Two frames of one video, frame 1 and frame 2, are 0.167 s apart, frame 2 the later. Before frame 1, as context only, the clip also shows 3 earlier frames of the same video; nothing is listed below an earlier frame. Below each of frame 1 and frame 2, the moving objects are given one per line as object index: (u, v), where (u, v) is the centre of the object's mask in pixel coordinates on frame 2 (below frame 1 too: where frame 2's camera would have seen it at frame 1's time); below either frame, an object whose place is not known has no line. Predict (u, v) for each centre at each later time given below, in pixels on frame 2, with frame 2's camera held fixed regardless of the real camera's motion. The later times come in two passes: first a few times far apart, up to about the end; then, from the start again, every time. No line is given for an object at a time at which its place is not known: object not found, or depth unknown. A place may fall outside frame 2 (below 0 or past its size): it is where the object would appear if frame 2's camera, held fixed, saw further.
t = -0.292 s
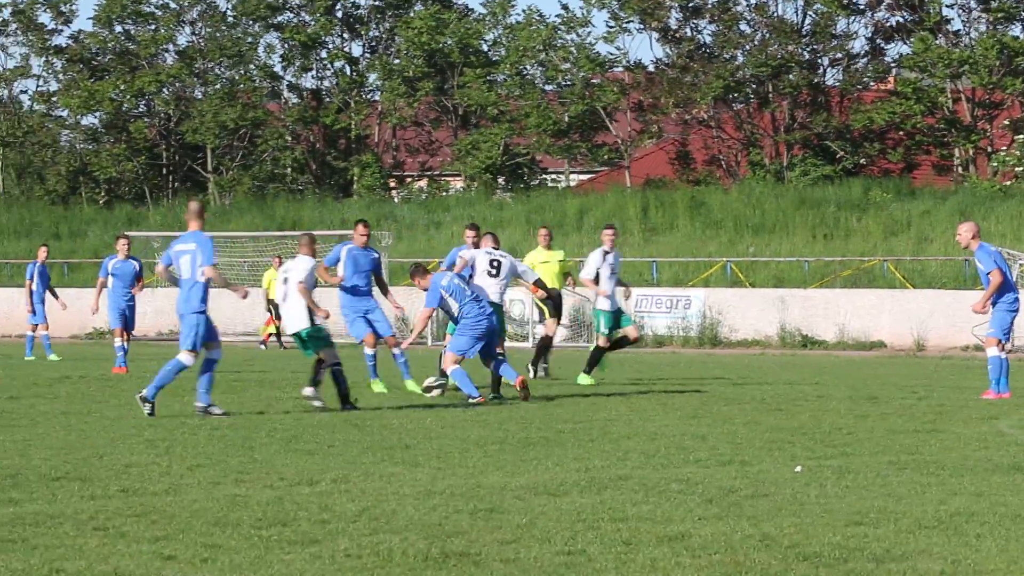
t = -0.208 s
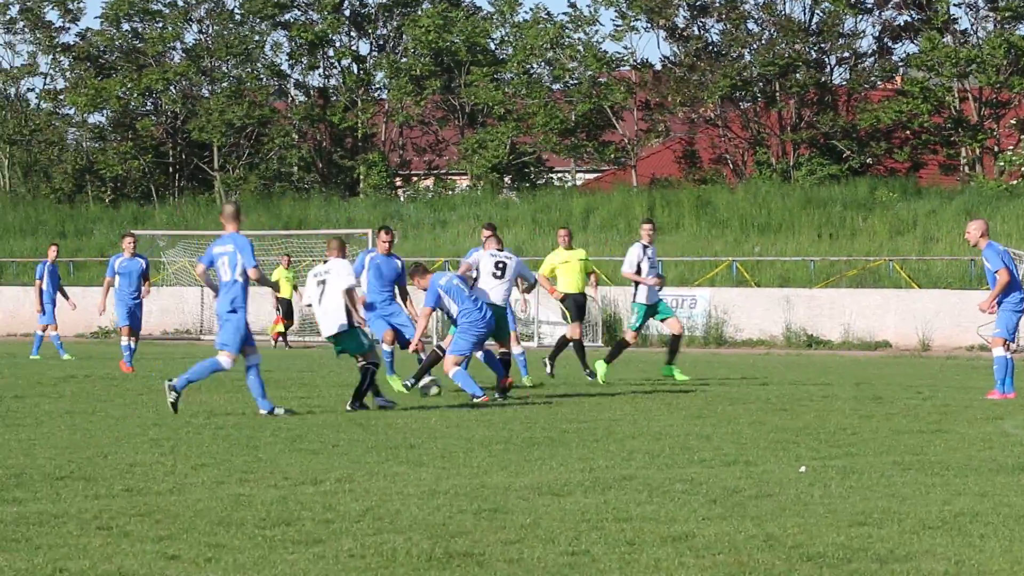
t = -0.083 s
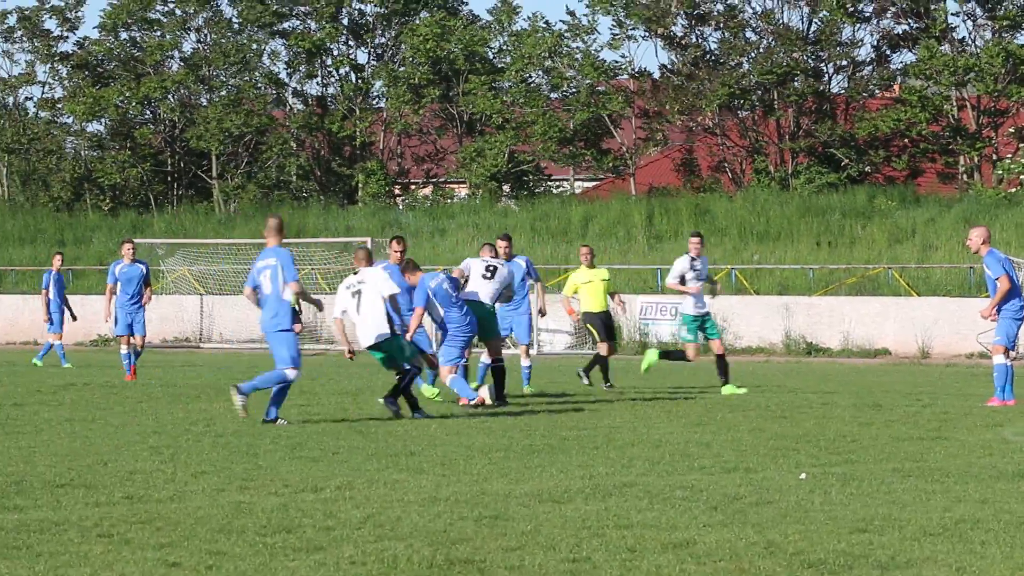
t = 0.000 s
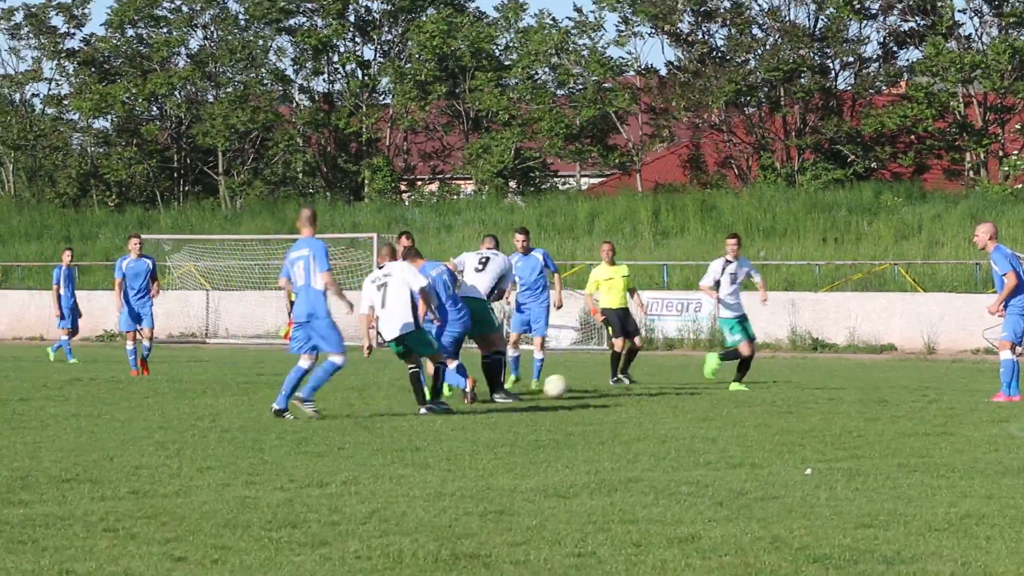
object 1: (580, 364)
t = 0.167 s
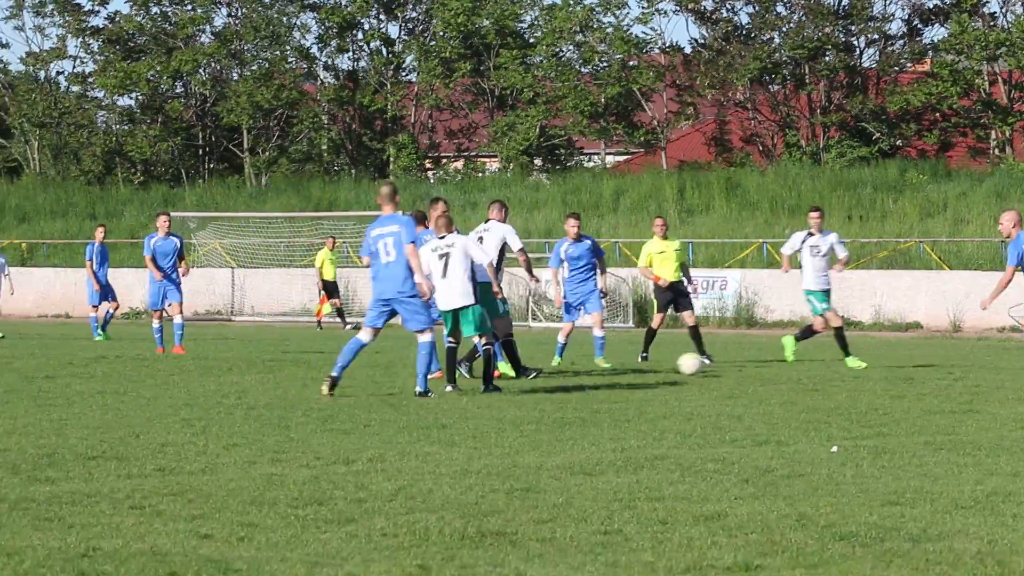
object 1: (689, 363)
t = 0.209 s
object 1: (716, 367)
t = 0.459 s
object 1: (845, 367)
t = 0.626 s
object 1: (928, 368)
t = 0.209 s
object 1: (716, 367)
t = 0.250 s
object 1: (740, 367)
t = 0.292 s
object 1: (761, 365)
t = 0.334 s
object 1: (782, 364)
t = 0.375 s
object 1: (804, 365)
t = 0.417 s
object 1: (824, 367)
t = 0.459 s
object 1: (845, 367)
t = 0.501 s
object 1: (866, 365)
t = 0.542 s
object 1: (887, 366)
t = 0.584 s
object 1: (908, 367)
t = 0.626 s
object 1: (928, 368)
